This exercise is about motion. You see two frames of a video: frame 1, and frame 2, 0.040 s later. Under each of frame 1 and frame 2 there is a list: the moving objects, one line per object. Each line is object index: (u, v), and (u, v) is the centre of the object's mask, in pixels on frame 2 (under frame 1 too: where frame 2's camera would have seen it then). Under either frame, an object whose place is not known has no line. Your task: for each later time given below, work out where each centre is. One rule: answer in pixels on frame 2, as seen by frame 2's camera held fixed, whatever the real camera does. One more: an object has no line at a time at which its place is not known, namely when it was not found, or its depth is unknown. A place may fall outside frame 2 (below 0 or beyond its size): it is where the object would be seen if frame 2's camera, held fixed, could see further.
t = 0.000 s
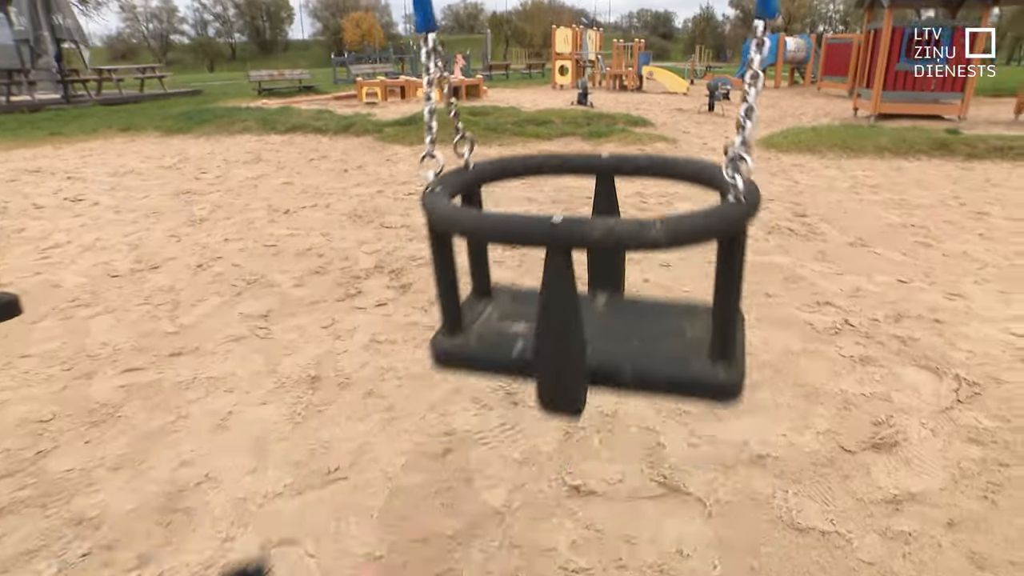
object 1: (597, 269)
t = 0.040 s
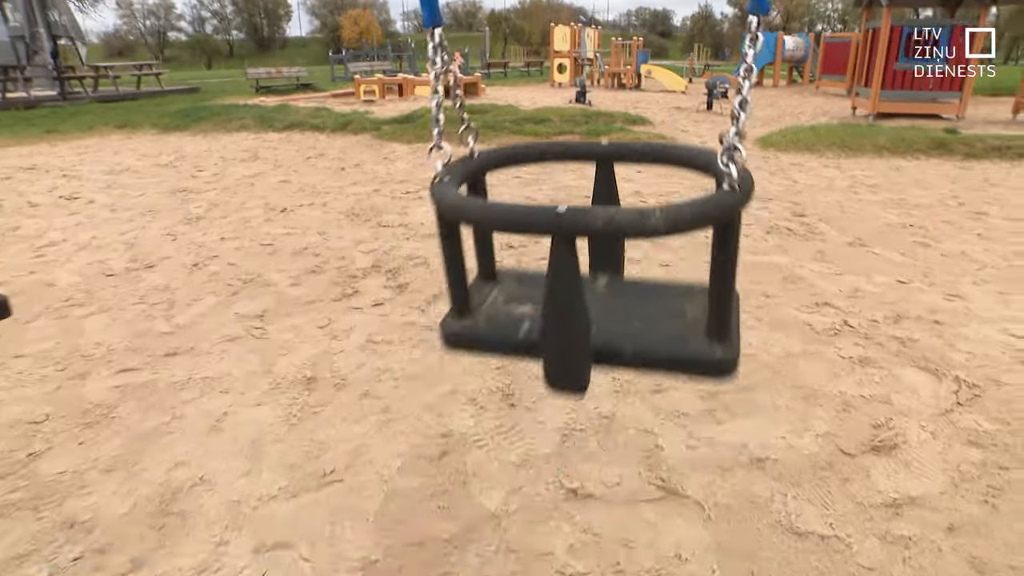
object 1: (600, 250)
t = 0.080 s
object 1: (602, 232)
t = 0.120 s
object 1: (604, 215)
